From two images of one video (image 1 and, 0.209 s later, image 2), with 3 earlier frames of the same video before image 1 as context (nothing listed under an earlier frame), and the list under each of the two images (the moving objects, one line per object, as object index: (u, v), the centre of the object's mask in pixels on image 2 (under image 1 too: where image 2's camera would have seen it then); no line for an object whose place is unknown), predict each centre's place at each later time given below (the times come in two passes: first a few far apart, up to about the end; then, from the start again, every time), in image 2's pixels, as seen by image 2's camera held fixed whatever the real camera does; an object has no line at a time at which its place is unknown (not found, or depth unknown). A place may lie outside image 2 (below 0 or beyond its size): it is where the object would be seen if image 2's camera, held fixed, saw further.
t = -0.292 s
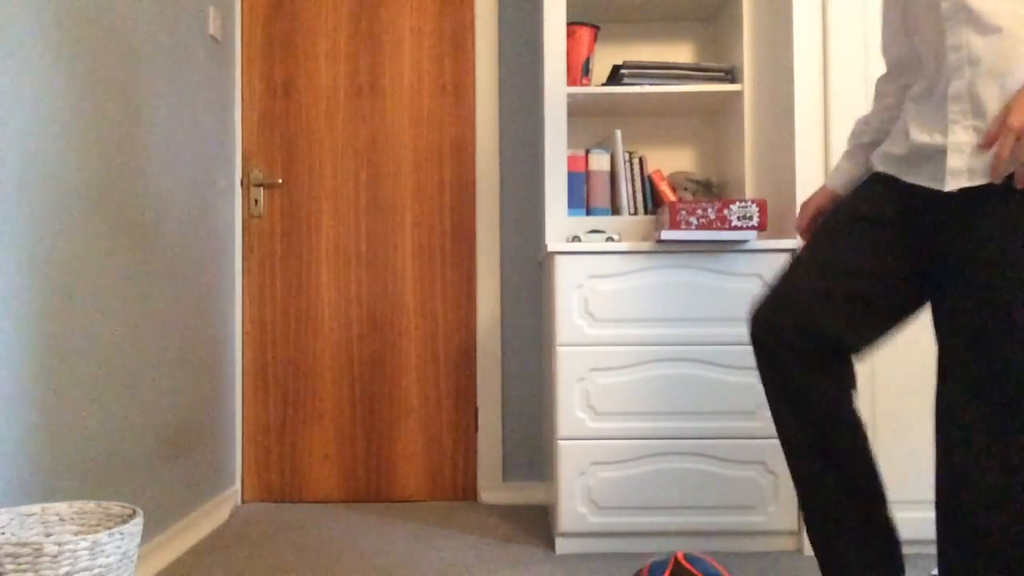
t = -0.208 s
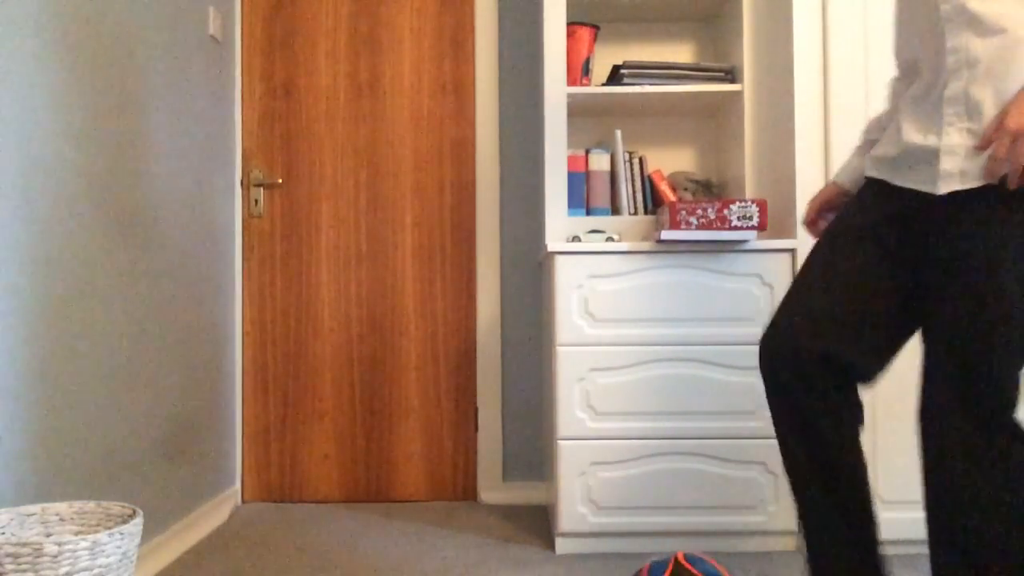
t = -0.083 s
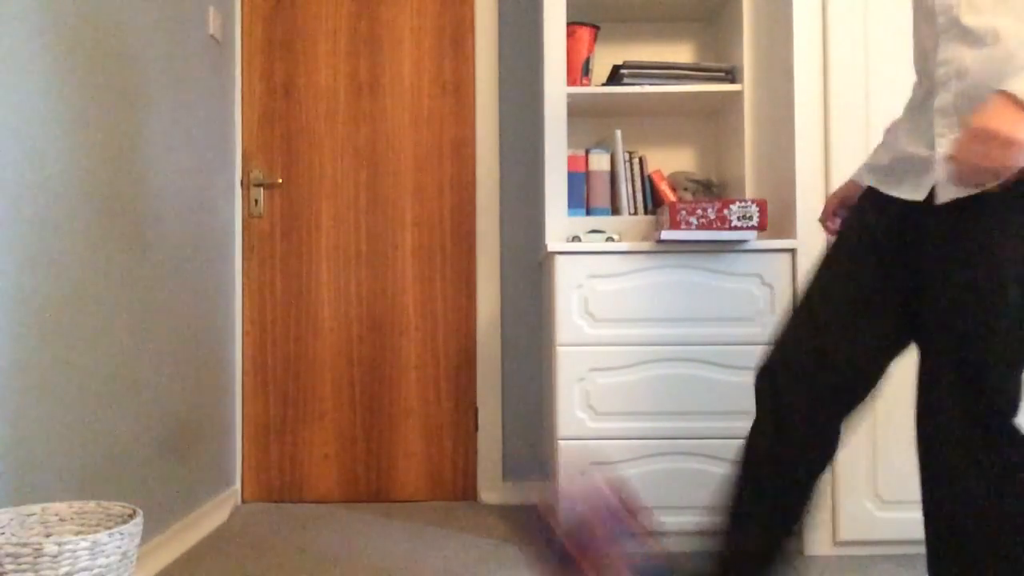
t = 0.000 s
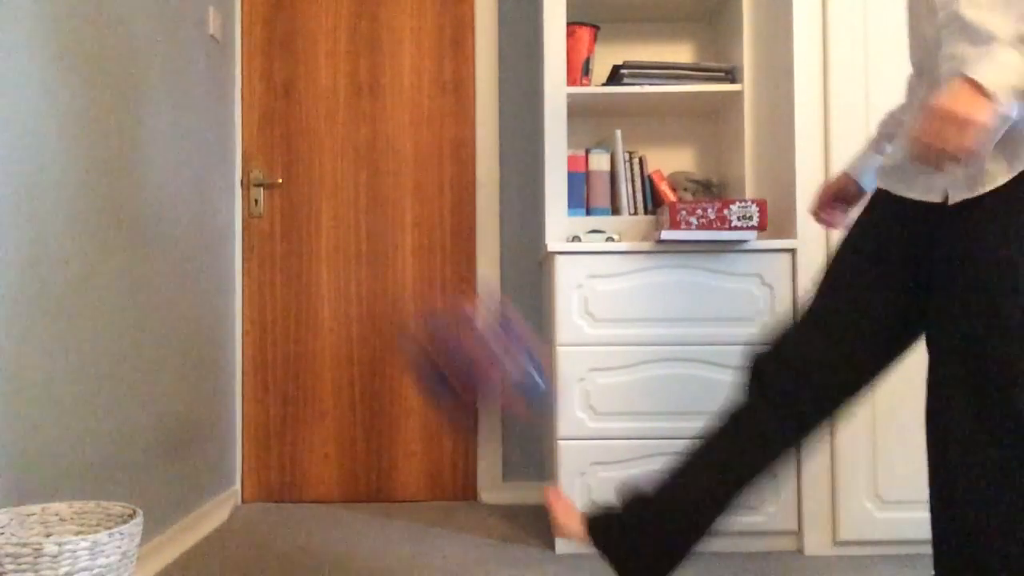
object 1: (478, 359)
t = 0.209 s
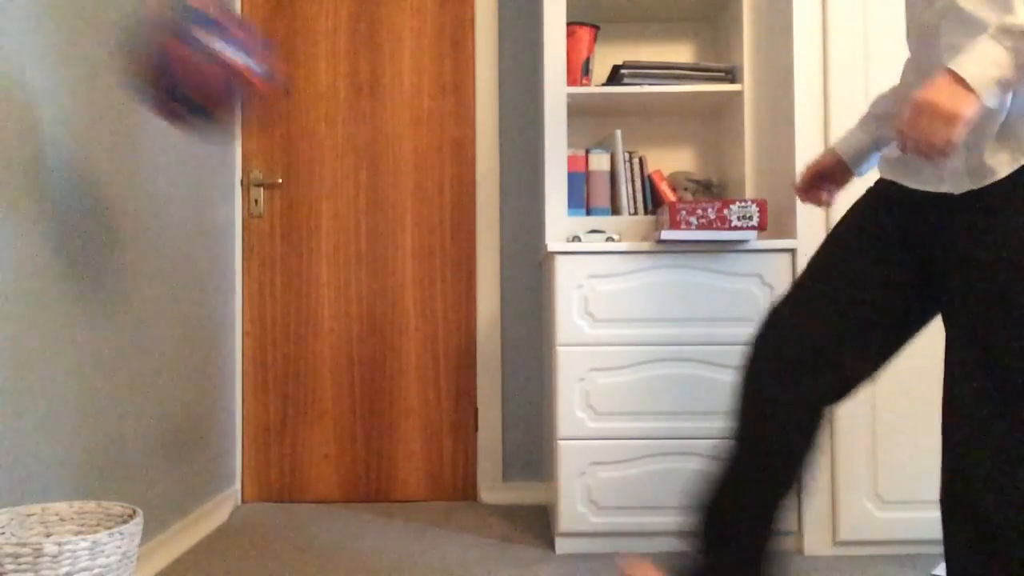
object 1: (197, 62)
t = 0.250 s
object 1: (152, 46)
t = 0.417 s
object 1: (122, 31)
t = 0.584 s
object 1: (297, 140)
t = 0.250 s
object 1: (152, 46)
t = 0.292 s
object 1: (101, 35)
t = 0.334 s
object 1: (56, 30)
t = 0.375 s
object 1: (79, 28)
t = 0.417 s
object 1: (122, 31)
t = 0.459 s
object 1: (167, 41)
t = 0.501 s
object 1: (207, 55)
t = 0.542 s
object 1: (250, 86)
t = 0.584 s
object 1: (297, 140)
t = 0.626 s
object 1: (350, 206)
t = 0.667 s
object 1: (401, 287)
